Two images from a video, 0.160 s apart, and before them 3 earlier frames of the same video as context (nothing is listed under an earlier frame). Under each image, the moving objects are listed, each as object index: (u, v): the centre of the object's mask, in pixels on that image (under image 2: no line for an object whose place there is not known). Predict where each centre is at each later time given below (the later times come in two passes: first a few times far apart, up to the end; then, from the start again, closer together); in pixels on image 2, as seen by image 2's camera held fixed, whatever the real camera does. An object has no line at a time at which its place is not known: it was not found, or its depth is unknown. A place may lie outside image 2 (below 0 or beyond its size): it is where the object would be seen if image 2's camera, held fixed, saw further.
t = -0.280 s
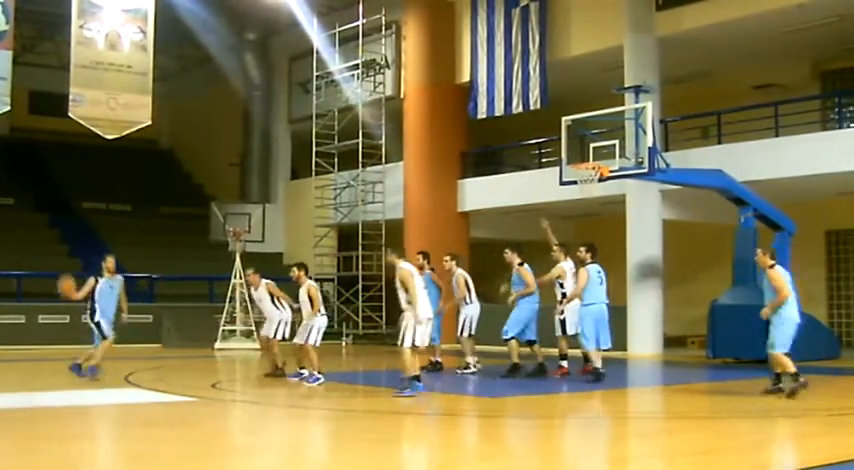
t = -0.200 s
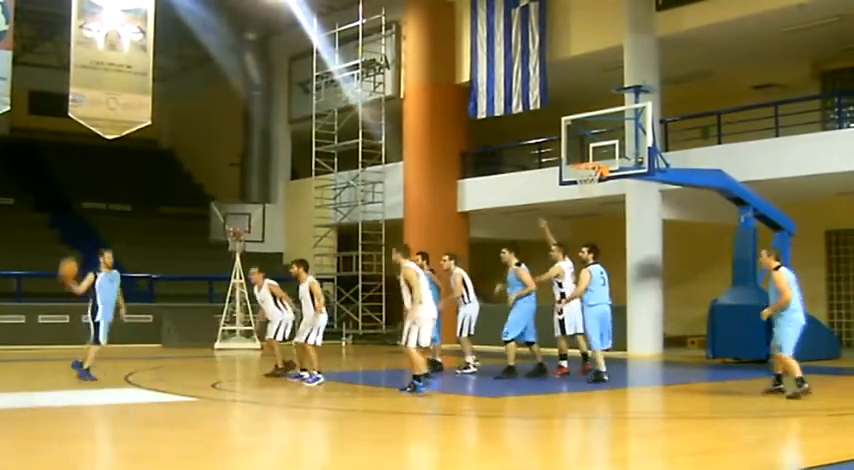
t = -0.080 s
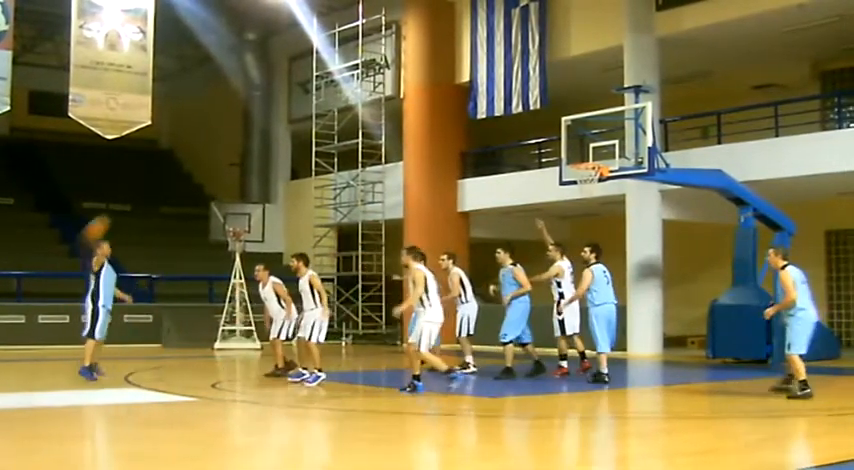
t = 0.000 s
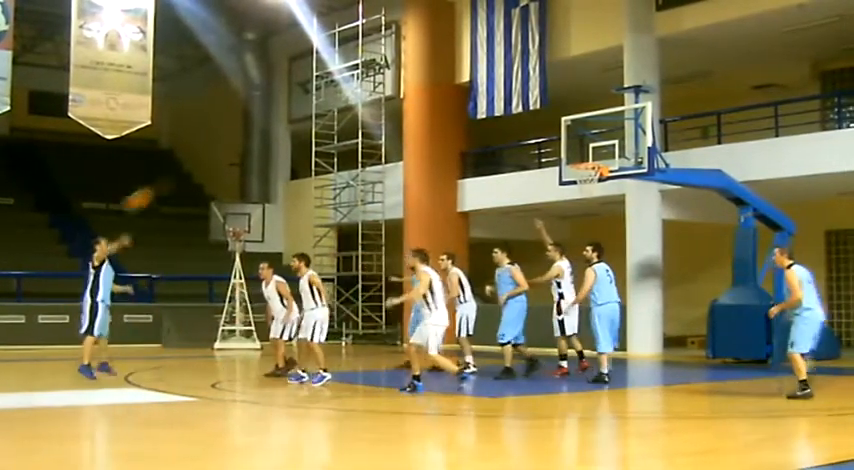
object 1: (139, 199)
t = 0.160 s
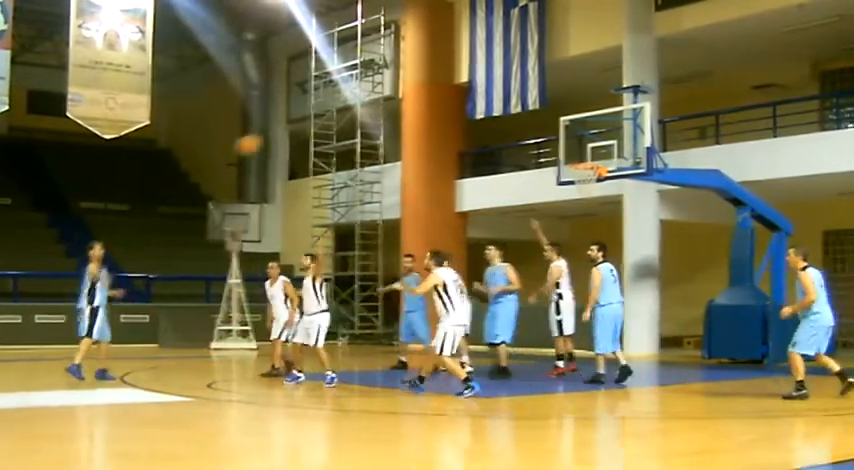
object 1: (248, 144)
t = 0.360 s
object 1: (393, 101)
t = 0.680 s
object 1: (648, 98)
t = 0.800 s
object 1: (739, 115)
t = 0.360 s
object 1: (393, 101)
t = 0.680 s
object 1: (648, 98)
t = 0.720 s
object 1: (678, 102)
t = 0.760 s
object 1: (708, 109)
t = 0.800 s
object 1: (739, 115)
